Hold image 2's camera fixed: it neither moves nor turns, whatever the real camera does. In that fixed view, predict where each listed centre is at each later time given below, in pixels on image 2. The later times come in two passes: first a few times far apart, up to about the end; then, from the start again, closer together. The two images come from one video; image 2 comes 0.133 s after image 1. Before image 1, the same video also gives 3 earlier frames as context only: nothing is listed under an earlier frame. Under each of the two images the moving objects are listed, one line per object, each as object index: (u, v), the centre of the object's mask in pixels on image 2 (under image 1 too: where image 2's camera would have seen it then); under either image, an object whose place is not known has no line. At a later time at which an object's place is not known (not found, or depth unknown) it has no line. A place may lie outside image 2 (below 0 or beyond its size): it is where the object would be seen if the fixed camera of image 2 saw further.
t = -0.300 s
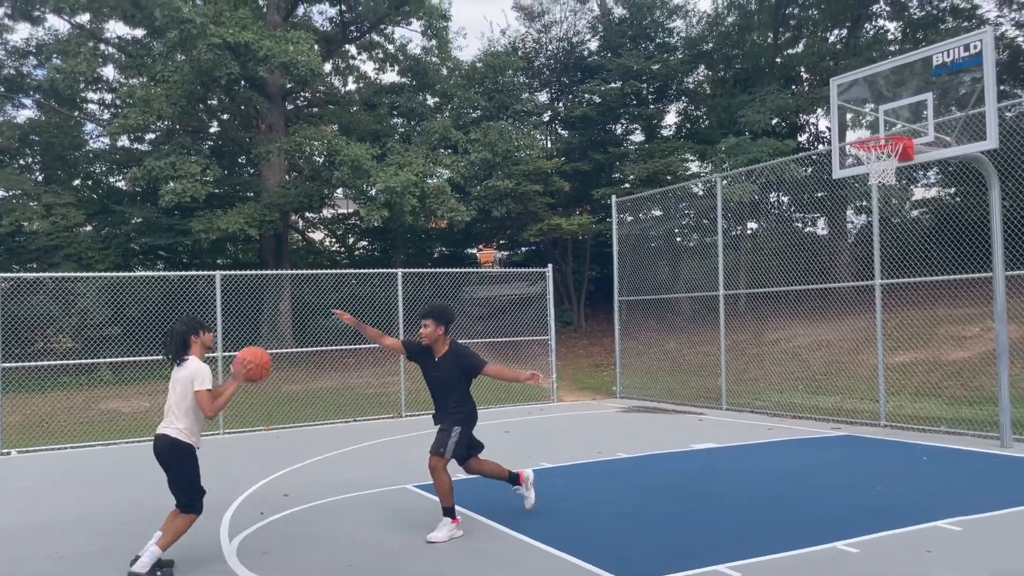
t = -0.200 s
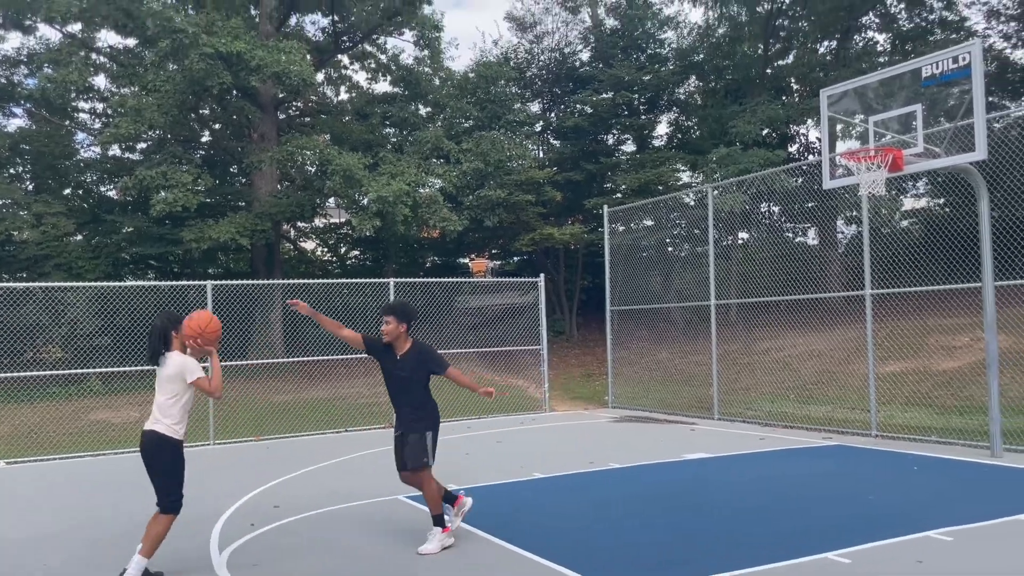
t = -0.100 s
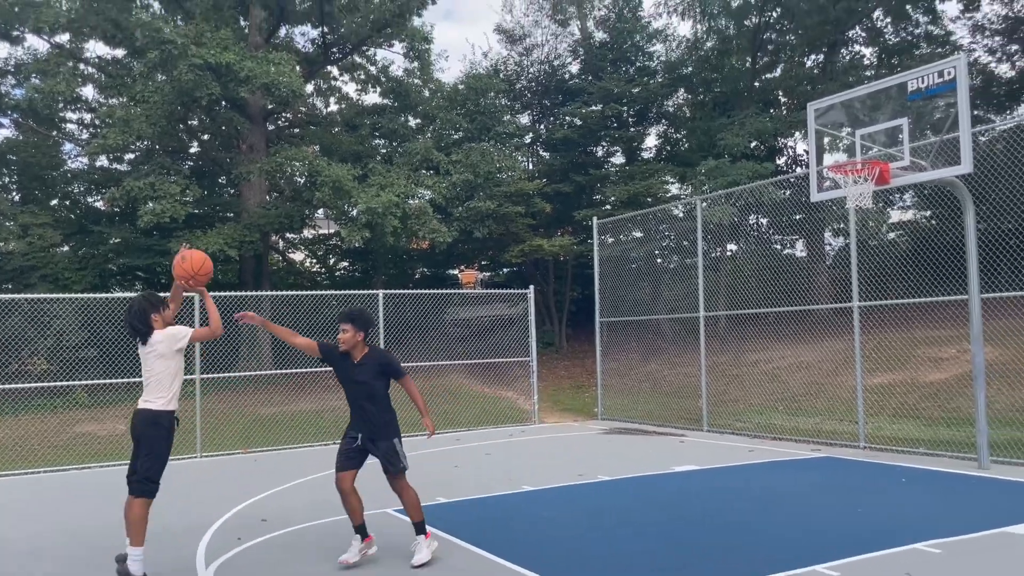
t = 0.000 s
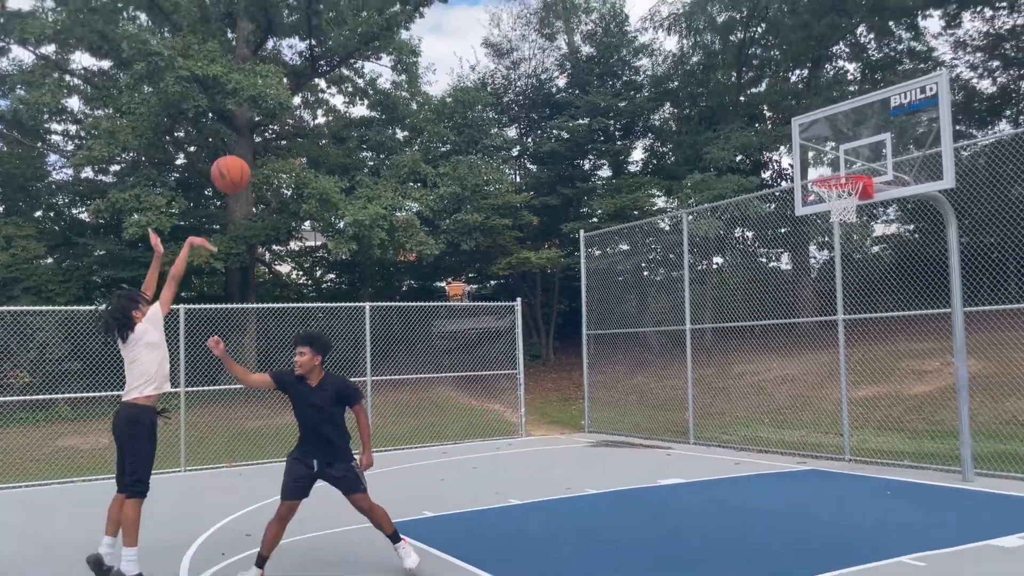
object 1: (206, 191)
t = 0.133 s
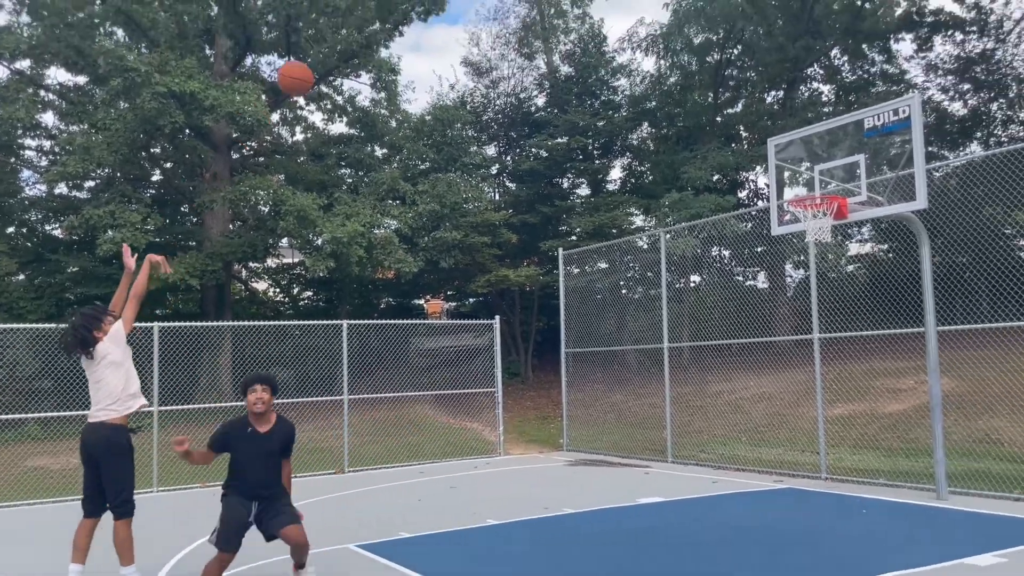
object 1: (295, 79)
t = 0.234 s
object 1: (353, 18)
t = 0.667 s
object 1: (564, -59)
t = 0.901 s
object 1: (656, -17)
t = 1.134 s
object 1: (739, 80)
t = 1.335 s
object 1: (803, 193)
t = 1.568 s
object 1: (783, 200)
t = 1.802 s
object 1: (759, 285)
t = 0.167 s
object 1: (315, 57)
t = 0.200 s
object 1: (335, 36)
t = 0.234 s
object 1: (353, 18)
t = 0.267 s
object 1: (372, 2)
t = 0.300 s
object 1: (390, -10)
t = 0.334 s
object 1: (408, -19)
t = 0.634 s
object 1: (548, -58)
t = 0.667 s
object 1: (564, -59)
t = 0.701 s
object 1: (578, -59)
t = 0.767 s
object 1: (604, -51)
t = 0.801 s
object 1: (618, -44)
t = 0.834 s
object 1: (631, -36)
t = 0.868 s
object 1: (644, -27)
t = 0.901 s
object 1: (656, -17)
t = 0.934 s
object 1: (669, -6)
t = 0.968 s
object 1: (680, 6)
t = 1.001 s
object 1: (692, 19)
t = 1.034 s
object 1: (703, 33)
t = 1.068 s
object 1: (715, 48)
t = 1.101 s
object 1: (728, 64)
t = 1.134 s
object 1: (739, 80)
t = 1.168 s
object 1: (750, 97)
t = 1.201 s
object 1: (761, 116)
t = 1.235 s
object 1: (774, 135)
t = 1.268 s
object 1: (785, 155)
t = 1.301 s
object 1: (795, 176)
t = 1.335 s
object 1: (803, 193)
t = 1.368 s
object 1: (801, 192)
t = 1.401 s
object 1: (798, 190)
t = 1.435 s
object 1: (796, 190)
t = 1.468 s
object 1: (792, 190)
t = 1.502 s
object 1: (790, 192)
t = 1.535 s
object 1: (786, 195)
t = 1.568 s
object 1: (783, 200)
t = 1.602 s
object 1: (780, 206)
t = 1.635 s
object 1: (777, 215)
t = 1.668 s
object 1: (773, 224)
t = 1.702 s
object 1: (770, 236)
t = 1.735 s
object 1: (767, 251)
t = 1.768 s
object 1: (763, 267)
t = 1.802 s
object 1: (759, 285)
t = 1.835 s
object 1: (755, 306)
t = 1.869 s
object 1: (752, 331)
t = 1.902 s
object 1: (747, 358)
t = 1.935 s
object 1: (745, 390)
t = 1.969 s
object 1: (742, 426)
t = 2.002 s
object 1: (741, 465)
